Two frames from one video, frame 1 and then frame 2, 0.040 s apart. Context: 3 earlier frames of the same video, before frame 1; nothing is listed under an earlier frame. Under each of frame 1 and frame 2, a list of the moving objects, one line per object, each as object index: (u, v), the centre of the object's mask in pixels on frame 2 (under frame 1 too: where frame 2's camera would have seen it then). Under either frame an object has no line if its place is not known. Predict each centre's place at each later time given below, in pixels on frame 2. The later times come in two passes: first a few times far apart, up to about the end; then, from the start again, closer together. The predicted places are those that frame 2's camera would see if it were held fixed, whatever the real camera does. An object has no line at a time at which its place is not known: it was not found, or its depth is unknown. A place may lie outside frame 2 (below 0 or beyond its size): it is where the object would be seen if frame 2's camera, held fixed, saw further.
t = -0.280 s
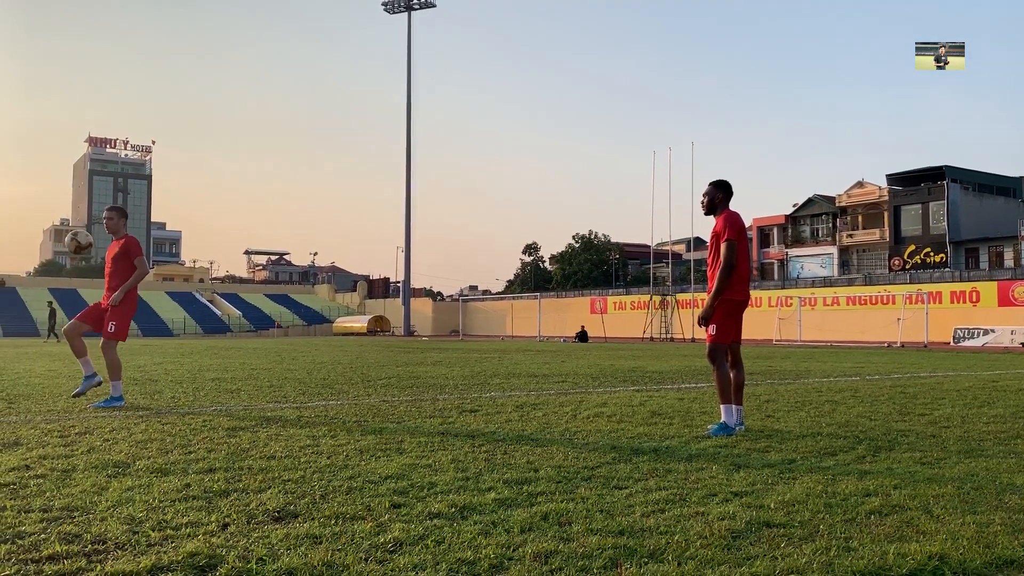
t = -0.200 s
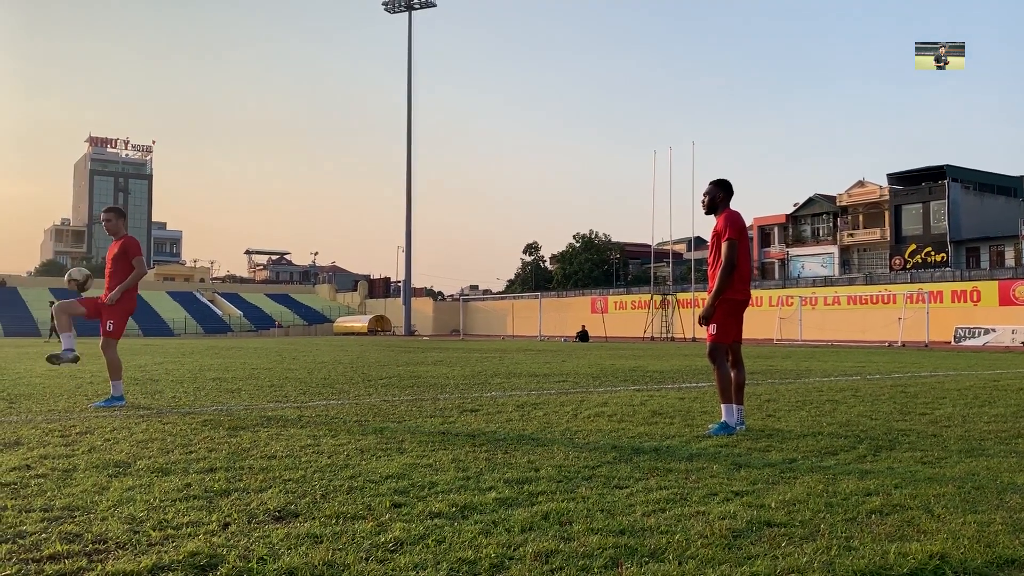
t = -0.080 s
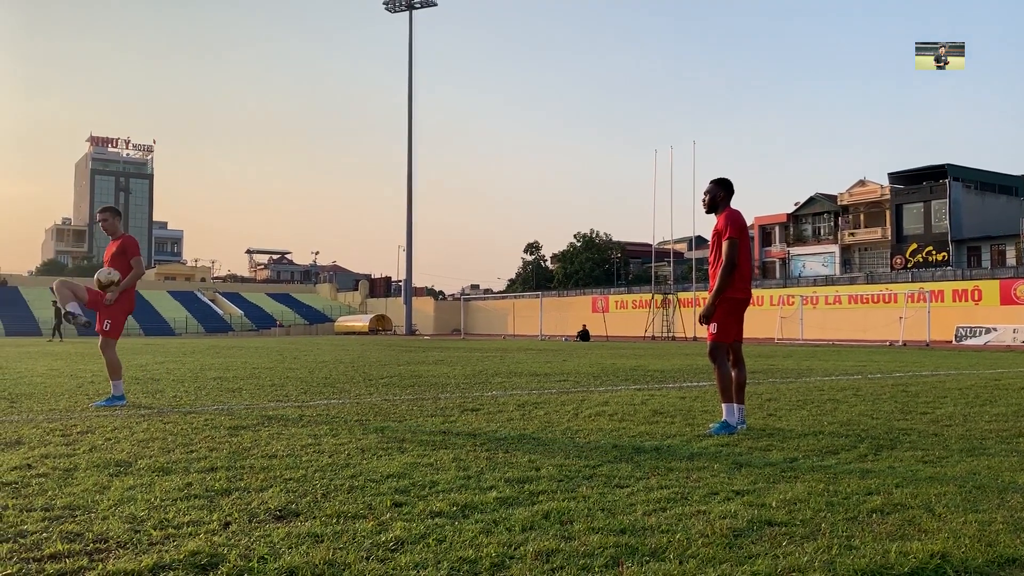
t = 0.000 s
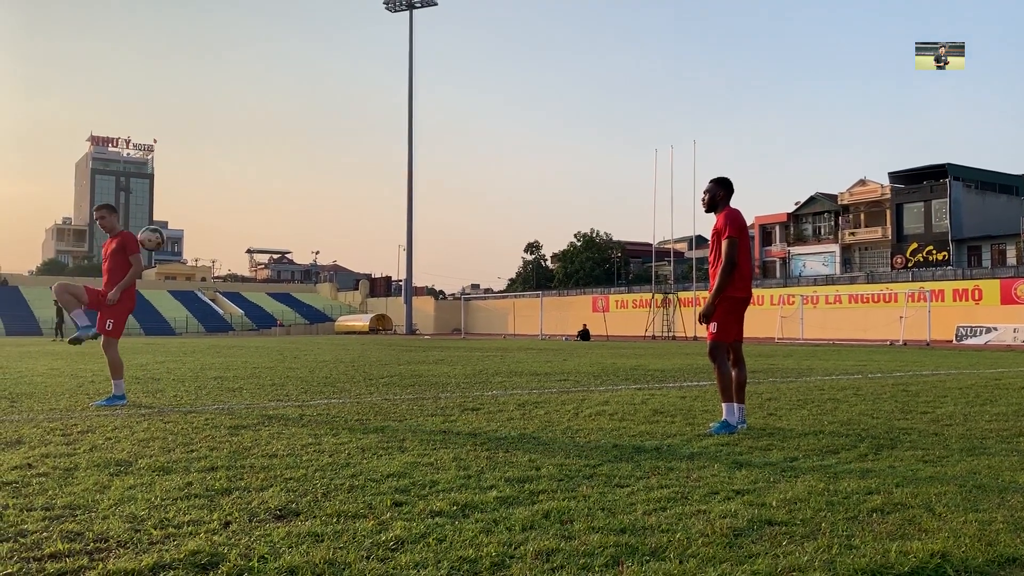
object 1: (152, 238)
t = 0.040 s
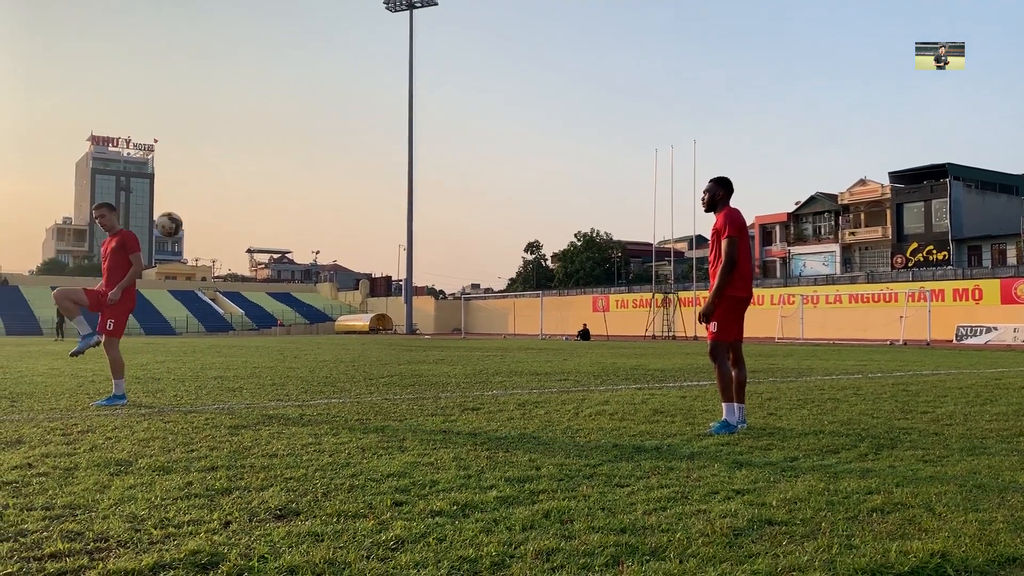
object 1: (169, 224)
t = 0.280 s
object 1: (295, 159)
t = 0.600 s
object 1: (447, 176)
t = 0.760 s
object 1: (515, 221)
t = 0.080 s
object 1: (195, 206)
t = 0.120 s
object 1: (211, 195)
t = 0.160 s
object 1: (228, 185)
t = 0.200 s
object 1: (253, 173)
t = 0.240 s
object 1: (270, 166)
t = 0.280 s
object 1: (295, 159)
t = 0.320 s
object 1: (312, 155)
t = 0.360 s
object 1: (328, 153)
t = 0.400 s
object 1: (352, 153)
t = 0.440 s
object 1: (368, 153)
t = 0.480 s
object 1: (392, 157)
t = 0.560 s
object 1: (423, 166)
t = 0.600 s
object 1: (447, 176)
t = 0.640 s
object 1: (462, 183)
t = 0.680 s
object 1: (485, 198)
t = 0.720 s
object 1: (500, 209)
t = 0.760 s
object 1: (515, 221)
